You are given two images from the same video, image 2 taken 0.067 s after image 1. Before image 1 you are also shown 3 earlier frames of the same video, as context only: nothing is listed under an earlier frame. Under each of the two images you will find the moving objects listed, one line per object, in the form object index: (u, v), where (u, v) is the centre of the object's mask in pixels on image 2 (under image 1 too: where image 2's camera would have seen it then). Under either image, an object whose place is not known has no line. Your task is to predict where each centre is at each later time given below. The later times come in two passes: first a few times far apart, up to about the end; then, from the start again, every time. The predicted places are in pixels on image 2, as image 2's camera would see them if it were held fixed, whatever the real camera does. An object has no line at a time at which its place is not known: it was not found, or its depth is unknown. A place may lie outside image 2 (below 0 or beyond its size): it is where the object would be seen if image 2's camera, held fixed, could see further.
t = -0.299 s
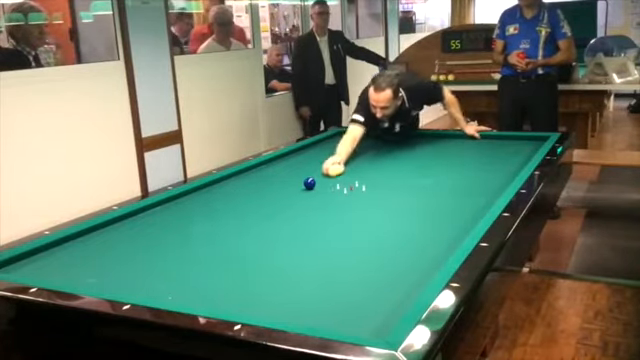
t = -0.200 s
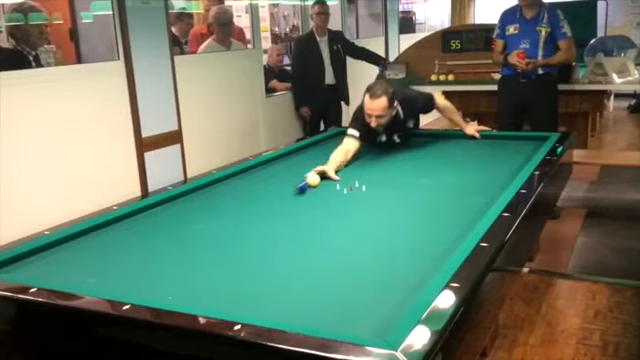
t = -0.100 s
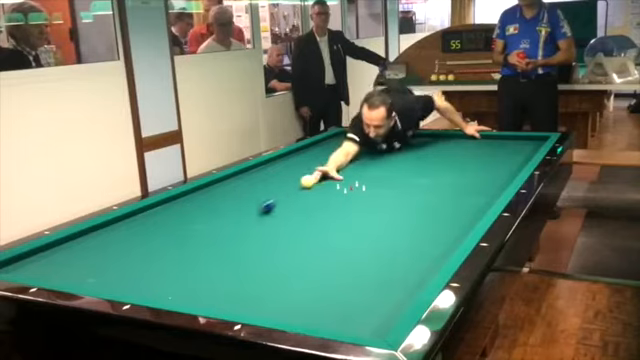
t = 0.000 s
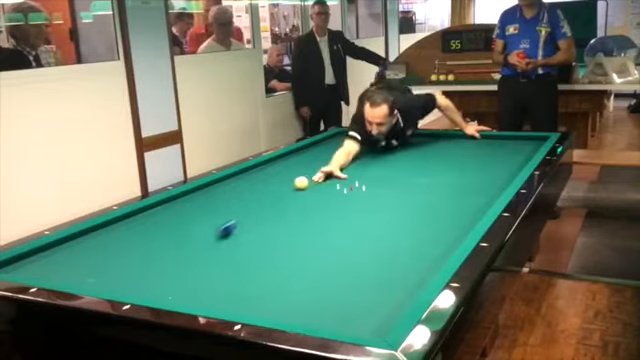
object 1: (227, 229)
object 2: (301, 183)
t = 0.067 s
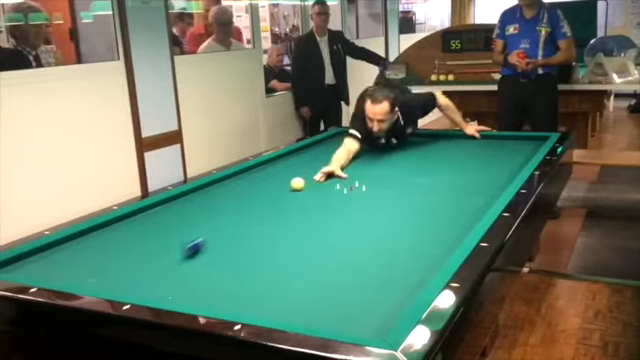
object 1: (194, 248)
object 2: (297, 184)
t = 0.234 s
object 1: (130, 285)
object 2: (287, 186)
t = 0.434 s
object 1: (219, 241)
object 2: (275, 188)
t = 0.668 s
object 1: (284, 208)
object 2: (261, 192)
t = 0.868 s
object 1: (323, 189)
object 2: (249, 194)
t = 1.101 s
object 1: (358, 173)
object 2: (235, 197)
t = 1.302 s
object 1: (383, 160)
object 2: (224, 200)
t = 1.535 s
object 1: (407, 149)
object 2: (210, 203)
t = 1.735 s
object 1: (425, 140)
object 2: (199, 205)
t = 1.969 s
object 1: (428, 138)
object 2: (185, 208)
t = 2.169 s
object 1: (419, 144)
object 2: (174, 211)
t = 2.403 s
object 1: (409, 151)
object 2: (161, 214)
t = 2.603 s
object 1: (400, 156)
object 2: (150, 217)
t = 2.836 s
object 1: (389, 162)
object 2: (138, 219)
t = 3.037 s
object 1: (378, 169)
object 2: (127, 222)
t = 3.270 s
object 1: (366, 177)
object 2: (115, 225)
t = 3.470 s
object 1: (353, 184)
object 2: (105, 227)
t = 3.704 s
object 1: (339, 193)
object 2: (93, 229)
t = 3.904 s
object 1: (325, 202)
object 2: (87, 232)
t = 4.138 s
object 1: (308, 212)
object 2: (82, 234)
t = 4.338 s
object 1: (293, 222)
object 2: (79, 236)
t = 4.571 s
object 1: (273, 236)
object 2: (75, 239)
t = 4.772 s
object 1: (254, 247)
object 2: (71, 241)
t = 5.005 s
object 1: (229, 263)
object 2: (68, 243)
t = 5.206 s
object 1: (206, 279)
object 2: (66, 245)
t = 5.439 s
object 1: (176, 296)
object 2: (63, 247)
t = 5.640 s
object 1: (187, 293)
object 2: (61, 248)
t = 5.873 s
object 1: (205, 282)
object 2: (59, 250)
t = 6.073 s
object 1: (219, 274)
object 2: (57, 251)
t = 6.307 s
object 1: (234, 265)
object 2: (57, 251)
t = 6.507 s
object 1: (245, 259)
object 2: (56, 253)
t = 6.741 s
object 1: (258, 252)
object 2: (55, 254)
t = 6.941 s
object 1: (268, 246)
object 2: (55, 254)
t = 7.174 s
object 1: (278, 240)
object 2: (55, 254)
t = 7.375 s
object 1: (287, 235)
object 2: (55, 254)
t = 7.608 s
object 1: (296, 230)
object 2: (55, 254)
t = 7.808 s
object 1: (303, 226)
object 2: (55, 254)
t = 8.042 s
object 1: (311, 222)
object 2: (55, 254)
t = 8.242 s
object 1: (317, 219)
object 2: (55, 254)
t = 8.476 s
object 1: (324, 215)
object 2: (55, 254)
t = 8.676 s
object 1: (329, 211)
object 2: (55, 254)
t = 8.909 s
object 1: (335, 208)
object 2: (55, 254)
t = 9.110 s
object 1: (339, 206)
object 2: (55, 254)
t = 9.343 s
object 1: (343, 203)
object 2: (55, 254)
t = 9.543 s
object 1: (347, 201)
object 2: (55, 254)
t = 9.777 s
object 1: (351, 198)
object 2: (55, 254)
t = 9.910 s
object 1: (354, 197)
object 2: (55, 254)
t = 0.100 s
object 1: (177, 257)
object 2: (295, 184)
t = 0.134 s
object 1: (158, 268)
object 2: (293, 184)
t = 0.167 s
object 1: (138, 279)
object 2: (291, 185)
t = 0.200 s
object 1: (120, 287)
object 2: (289, 186)
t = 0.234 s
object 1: (130, 285)
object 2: (287, 186)
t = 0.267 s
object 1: (147, 277)
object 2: (285, 186)
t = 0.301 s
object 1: (164, 269)
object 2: (283, 187)
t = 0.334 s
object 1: (179, 261)
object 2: (281, 187)
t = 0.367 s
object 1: (194, 253)
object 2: (279, 187)
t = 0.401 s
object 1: (207, 247)
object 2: (277, 188)
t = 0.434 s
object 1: (219, 241)
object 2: (275, 188)
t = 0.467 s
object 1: (231, 235)
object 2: (273, 189)
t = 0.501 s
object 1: (242, 230)
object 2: (271, 189)
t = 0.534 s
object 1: (251, 225)
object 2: (269, 190)
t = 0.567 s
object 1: (260, 220)
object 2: (267, 190)
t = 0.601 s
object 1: (269, 216)
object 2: (265, 191)
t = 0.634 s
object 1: (277, 212)
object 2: (263, 191)
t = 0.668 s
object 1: (284, 208)
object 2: (261, 192)
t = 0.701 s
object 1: (292, 205)
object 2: (259, 192)
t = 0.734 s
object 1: (299, 201)
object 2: (257, 192)
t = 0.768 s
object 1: (305, 198)
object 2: (255, 193)
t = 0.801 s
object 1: (311, 195)
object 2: (253, 193)
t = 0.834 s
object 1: (317, 192)
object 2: (251, 194)
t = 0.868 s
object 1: (323, 189)
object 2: (249, 194)
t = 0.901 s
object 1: (329, 187)
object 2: (247, 195)
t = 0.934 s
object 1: (334, 184)
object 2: (245, 195)
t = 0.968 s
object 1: (339, 182)
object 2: (243, 195)
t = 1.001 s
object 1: (344, 179)
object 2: (241, 196)
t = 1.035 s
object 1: (348, 177)
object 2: (239, 196)
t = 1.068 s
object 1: (353, 175)
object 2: (237, 197)
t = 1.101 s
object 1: (358, 173)
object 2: (235, 197)
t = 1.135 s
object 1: (363, 170)
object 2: (233, 198)
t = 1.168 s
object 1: (367, 168)
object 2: (232, 198)
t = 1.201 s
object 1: (371, 166)
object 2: (229, 198)
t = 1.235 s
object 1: (375, 164)
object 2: (227, 199)
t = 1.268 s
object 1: (379, 162)
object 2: (226, 199)
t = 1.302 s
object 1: (383, 160)
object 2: (224, 200)
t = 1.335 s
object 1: (387, 159)
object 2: (222, 200)
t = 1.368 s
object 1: (390, 157)
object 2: (220, 201)
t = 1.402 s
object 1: (394, 155)
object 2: (218, 201)
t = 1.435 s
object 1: (397, 153)
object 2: (216, 201)
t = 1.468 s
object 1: (401, 152)
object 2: (214, 202)
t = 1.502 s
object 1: (404, 150)
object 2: (212, 202)
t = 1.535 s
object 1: (407, 149)
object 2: (210, 203)
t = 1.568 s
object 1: (410, 147)
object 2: (208, 203)
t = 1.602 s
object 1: (414, 146)
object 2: (206, 204)
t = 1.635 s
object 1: (417, 144)
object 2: (205, 204)
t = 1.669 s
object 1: (420, 143)
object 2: (203, 204)
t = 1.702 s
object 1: (422, 141)
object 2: (200, 205)
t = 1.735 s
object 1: (425, 140)
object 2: (199, 205)
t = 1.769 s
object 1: (428, 138)
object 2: (197, 206)
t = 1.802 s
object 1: (431, 137)
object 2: (195, 206)
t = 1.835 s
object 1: (434, 136)
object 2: (193, 206)
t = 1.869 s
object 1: (434, 136)
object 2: (191, 207)
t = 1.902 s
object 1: (433, 136)
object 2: (189, 207)
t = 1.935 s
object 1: (431, 137)
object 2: (187, 208)
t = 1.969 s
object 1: (428, 138)
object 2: (185, 208)
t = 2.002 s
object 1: (427, 139)
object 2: (183, 209)
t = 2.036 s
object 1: (425, 141)
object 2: (181, 209)
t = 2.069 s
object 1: (423, 142)
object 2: (180, 210)
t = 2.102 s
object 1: (421, 143)
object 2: (178, 210)
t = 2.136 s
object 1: (420, 144)
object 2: (176, 211)
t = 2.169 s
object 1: (419, 144)
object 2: (174, 211)
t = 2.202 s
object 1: (417, 146)
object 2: (172, 211)
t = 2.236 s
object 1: (416, 146)
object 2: (170, 212)
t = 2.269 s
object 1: (414, 147)
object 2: (168, 212)
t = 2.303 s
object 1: (413, 147)
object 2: (167, 213)
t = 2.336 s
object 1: (412, 148)
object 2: (165, 213)
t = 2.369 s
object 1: (410, 150)
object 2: (163, 214)
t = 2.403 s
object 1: (409, 151)
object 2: (161, 214)
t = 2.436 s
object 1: (407, 151)
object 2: (159, 214)
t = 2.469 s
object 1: (406, 152)
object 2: (157, 215)
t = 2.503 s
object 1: (404, 153)
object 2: (156, 215)
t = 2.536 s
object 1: (403, 154)
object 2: (154, 216)
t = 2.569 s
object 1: (401, 155)
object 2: (152, 216)
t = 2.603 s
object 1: (400, 156)
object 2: (150, 217)
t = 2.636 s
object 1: (398, 157)
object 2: (148, 217)
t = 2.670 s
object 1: (397, 158)
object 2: (147, 217)
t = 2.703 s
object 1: (395, 159)
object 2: (145, 218)
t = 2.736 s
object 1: (394, 160)
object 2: (143, 218)
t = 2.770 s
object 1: (392, 160)
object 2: (141, 219)
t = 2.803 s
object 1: (390, 161)
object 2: (139, 219)
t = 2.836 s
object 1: (389, 162)
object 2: (138, 219)
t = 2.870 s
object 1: (387, 164)
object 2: (136, 220)
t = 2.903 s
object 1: (385, 165)
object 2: (134, 220)
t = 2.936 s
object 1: (384, 166)
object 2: (132, 220)
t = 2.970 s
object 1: (382, 167)
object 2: (131, 221)
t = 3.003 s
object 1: (380, 168)
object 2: (129, 221)
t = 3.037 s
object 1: (378, 169)
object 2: (127, 222)
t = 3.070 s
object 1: (376, 170)
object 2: (125, 222)
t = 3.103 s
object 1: (374, 171)
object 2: (123, 222)
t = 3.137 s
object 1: (373, 173)
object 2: (122, 223)
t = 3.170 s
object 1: (371, 173)
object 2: (120, 223)
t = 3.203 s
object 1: (369, 175)
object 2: (118, 224)
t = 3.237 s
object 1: (367, 176)
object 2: (117, 224)
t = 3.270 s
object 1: (366, 177)
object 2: (115, 225)
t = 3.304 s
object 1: (363, 178)
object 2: (113, 225)
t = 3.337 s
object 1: (361, 179)
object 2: (111, 225)
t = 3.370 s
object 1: (360, 180)
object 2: (110, 226)
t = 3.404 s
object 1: (357, 182)
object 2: (108, 226)
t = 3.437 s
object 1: (356, 183)
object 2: (106, 226)
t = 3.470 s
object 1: (353, 184)
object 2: (105, 227)
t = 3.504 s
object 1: (351, 185)
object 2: (103, 227)
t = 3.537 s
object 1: (350, 187)
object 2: (102, 228)
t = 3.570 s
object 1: (347, 188)
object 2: (99, 228)
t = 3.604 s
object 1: (345, 189)
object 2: (98, 228)
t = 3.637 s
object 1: (343, 190)
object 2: (97, 229)
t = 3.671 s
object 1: (341, 192)
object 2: (95, 229)
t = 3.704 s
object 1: (339, 193)
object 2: (93, 229)
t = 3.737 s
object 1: (337, 194)
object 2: (92, 230)
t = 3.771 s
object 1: (334, 196)
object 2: (90, 230)
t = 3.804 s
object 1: (332, 197)
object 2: (89, 231)
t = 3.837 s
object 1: (330, 199)
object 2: (89, 231)
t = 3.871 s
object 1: (328, 200)
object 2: (88, 231)
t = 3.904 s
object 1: (325, 202)
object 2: (87, 232)
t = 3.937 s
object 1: (323, 203)
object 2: (87, 232)
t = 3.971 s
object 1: (321, 205)
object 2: (86, 232)
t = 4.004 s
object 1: (318, 206)
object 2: (85, 233)
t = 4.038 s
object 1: (316, 208)
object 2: (84, 233)
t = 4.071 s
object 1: (313, 209)
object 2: (84, 233)
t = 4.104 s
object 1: (311, 211)
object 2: (83, 234)
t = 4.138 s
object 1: (308, 212)
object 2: (82, 234)
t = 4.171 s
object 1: (306, 214)
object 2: (82, 235)
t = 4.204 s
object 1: (303, 215)
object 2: (81, 235)
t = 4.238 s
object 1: (300, 217)
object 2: (81, 235)
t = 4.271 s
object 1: (298, 219)
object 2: (80, 236)
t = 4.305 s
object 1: (295, 220)
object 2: (79, 236)
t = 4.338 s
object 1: (293, 222)
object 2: (79, 236)
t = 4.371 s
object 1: (290, 224)
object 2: (78, 237)
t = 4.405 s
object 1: (287, 226)
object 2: (78, 237)
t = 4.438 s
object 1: (284, 228)
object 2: (77, 238)
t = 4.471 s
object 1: (281, 230)
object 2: (76, 238)
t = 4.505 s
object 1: (278, 231)
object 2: (76, 238)
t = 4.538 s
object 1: (275, 234)
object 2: (75, 239)
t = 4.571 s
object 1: (273, 236)
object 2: (75, 239)
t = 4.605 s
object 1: (270, 237)
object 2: (74, 239)
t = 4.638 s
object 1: (266, 239)
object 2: (73, 240)
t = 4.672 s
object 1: (263, 241)
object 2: (73, 240)
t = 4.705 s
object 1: (260, 243)
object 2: (73, 241)
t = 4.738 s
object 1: (257, 246)
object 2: (72, 241)
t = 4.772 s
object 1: (254, 247)
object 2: (71, 241)
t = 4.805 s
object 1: (250, 250)
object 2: (71, 241)
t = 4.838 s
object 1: (247, 252)
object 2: (70, 242)
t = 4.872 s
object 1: (244, 254)
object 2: (70, 242)
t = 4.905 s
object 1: (240, 256)
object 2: (69, 242)
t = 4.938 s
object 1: (236, 259)
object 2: (69, 243)
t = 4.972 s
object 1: (233, 261)
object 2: (68, 243)
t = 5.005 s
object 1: (229, 263)
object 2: (68, 243)
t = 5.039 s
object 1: (226, 266)
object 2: (67, 244)
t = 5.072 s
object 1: (222, 268)
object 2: (67, 244)
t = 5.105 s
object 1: (218, 271)
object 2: (67, 244)
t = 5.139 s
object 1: (214, 273)
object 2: (66, 244)
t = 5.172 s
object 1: (210, 276)
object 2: (66, 245)
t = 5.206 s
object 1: (206, 279)
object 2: (66, 245)
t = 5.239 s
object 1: (202, 281)
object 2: (65, 245)
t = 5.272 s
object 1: (198, 284)
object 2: (65, 245)
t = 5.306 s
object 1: (193, 287)
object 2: (64, 246)
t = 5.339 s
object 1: (189, 290)
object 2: (64, 246)
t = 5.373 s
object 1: (185, 293)
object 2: (64, 246)
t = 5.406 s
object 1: (180, 294)
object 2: (63, 246)
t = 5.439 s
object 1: (176, 296)
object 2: (63, 247)
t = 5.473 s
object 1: (172, 297)
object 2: (62, 247)
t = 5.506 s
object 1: (173, 297)
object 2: (62, 247)
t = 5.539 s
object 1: (177, 296)
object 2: (62, 247)
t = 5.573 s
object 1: (180, 295)
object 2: (61, 248)
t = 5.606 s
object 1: (184, 294)
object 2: (61, 248)
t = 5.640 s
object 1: (187, 293)
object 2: (61, 248)
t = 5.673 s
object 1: (189, 292)
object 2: (61, 248)
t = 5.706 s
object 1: (192, 290)
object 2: (60, 249)
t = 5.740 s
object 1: (194, 288)
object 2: (60, 249)
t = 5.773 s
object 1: (197, 286)
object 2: (60, 249)
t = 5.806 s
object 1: (200, 285)
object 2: (59, 249)
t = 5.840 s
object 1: (202, 284)
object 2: (59, 249)
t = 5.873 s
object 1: (205, 282)
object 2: (59, 250)
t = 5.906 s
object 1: (207, 281)
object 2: (59, 250)
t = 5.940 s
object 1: (209, 280)
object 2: (59, 250)
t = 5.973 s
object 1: (212, 278)
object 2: (58, 250)
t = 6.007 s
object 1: (214, 277)
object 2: (58, 251)
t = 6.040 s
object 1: (217, 275)
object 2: (58, 251)
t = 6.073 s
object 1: (219, 274)
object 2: (57, 251)
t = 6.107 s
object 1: (221, 273)
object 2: (57, 251)
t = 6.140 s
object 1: (223, 272)
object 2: (57, 251)
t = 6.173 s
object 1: (225, 270)
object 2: (57, 251)
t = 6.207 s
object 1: (228, 269)
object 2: (57, 251)
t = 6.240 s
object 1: (230, 268)
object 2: (57, 252)
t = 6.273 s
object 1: (232, 267)
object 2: (57, 252)
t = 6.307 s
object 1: (234, 265)
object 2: (57, 251)
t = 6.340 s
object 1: (236, 264)
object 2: (56, 252)
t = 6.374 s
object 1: (238, 263)
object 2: (56, 252)
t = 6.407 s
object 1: (240, 262)
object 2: (56, 252)
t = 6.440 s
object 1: (242, 261)
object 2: (56, 253)
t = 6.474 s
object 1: (243, 260)
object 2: (56, 253)
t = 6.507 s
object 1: (245, 259)
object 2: (56, 253)
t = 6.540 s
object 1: (247, 258)
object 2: (56, 253)
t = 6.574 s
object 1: (249, 257)
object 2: (55, 253)
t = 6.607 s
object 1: (251, 256)
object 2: (55, 253)
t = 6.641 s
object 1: (253, 255)
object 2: (55, 253)
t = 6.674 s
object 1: (254, 254)
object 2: (55, 253)
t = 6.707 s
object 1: (256, 253)
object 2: (55, 254)
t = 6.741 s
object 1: (258, 252)
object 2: (55, 254)
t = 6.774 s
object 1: (259, 251)
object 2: (55, 254)
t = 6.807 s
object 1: (261, 250)
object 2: (55, 254)
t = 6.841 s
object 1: (263, 249)
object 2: (55, 254)
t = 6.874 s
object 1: (264, 248)
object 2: (55, 254)
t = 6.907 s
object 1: (266, 247)
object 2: (55, 254)
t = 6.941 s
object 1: (268, 246)
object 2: (55, 254)
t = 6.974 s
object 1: (269, 246)
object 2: (55, 254)
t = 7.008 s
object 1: (271, 244)
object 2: (55, 254)
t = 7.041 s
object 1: (272, 244)
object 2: (55, 254)
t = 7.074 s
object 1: (274, 243)
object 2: (55, 254)
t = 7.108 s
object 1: (275, 242)
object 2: (55, 254)
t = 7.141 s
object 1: (277, 241)
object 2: (55, 254)
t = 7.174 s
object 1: (278, 240)
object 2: (55, 254)
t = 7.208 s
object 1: (280, 239)
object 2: (55, 254)
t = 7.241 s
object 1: (281, 239)
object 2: (55, 254)
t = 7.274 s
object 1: (282, 238)
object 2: (55, 254)
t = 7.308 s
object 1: (284, 237)
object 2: (55, 254)
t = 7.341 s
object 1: (285, 236)
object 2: (55, 254)
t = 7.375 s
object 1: (287, 235)
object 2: (55, 254)
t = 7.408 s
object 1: (288, 235)
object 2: (55, 254)
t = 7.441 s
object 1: (289, 234)
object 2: (55, 254)
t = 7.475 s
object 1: (291, 234)
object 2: (55, 254)
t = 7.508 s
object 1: (292, 232)
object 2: (55, 254)
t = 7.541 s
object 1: (293, 232)
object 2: (55, 254)
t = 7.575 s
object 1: (294, 231)
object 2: (55, 254)
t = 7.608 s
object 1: (296, 230)
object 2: (55, 254)
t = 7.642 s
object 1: (297, 230)
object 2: (55, 254)
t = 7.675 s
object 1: (298, 229)
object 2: (55, 254)
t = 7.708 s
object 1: (300, 228)
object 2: (55, 254)
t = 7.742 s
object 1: (301, 228)
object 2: (55, 254)
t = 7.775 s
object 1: (302, 227)
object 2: (55, 254)
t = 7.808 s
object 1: (303, 226)
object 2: (55, 254)
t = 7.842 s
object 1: (304, 226)
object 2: (55, 254)
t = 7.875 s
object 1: (305, 225)
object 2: (55, 254)
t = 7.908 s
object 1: (306, 224)
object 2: (55, 254)
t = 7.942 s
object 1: (308, 224)
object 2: (55, 254)
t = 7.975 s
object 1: (309, 223)
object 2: (55, 254)
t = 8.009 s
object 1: (310, 223)
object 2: (55, 254)
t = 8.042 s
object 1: (311, 222)
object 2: (55, 254)
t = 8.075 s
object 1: (312, 221)
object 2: (55, 254)
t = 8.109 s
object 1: (313, 221)
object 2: (55, 254)
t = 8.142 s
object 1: (314, 220)
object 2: (55, 254)
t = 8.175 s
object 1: (315, 220)
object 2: (55, 254)
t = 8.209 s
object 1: (316, 219)
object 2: (55, 254)
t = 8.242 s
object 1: (317, 219)
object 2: (55, 254)
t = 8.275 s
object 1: (318, 218)
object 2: (55, 254)
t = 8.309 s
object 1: (319, 217)
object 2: (55, 254)
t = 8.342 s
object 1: (320, 217)
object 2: (55, 254)
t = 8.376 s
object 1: (321, 216)
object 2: (55, 254)
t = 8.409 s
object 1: (322, 216)
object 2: (55, 254)
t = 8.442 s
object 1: (323, 215)
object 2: (55, 254)
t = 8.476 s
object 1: (324, 215)
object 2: (55, 254)
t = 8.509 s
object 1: (325, 214)
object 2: (55, 254)
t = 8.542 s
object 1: (326, 214)
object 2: (55, 254)
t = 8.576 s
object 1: (327, 213)
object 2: (55, 254)
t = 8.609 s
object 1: (328, 213)
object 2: (55, 254)
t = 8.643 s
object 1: (329, 212)
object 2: (55, 254)
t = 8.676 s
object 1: (329, 211)
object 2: (55, 254)
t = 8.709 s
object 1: (330, 211)
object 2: (55, 254)
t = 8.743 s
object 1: (331, 211)
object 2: (55, 254)
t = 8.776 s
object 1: (332, 210)
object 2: (55, 254)
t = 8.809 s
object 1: (333, 210)
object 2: (55, 254)
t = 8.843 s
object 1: (333, 209)
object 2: (55, 254)
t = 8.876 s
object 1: (334, 209)
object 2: (55, 254)
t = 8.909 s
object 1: (335, 208)
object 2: (55, 254)
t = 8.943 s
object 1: (336, 208)
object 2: (55, 254)
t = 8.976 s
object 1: (336, 207)
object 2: (55, 254)
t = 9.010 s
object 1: (337, 207)
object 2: (55, 254)
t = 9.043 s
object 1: (338, 206)
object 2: (55, 254)
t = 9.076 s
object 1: (338, 206)
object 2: (55, 254)
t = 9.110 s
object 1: (339, 206)
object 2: (55, 254)
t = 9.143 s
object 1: (340, 205)
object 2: (55, 254)
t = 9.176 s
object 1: (340, 205)
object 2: (55, 254)
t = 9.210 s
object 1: (341, 204)
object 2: (55, 254)
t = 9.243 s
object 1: (342, 204)
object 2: (55, 254)
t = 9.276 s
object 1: (342, 204)
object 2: (55, 254)
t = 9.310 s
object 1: (343, 203)
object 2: (55, 254)
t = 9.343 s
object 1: (343, 203)
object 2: (55, 254)
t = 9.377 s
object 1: (344, 202)
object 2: (55, 254)
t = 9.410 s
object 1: (345, 202)
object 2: (55, 254)
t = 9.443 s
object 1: (346, 202)
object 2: (55, 254)
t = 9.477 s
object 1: (346, 201)
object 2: (55, 254)
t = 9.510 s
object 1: (347, 201)
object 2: (55, 254)
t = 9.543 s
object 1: (347, 201)
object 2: (55, 254)
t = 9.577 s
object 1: (348, 200)
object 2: (55, 254)
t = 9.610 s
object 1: (349, 200)
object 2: (55, 254)
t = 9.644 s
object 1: (349, 200)
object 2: (55, 254)
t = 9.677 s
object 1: (350, 199)
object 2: (55, 254)
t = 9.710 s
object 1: (350, 199)
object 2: (55, 254)
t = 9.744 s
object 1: (351, 199)
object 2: (55, 254)
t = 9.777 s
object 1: (351, 198)
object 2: (55, 254)
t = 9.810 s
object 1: (352, 198)
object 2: (55, 254)
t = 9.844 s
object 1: (352, 198)
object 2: (55, 254)
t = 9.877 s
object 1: (353, 197)
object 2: (55, 254)
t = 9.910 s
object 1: (354, 197)
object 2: (55, 254)
